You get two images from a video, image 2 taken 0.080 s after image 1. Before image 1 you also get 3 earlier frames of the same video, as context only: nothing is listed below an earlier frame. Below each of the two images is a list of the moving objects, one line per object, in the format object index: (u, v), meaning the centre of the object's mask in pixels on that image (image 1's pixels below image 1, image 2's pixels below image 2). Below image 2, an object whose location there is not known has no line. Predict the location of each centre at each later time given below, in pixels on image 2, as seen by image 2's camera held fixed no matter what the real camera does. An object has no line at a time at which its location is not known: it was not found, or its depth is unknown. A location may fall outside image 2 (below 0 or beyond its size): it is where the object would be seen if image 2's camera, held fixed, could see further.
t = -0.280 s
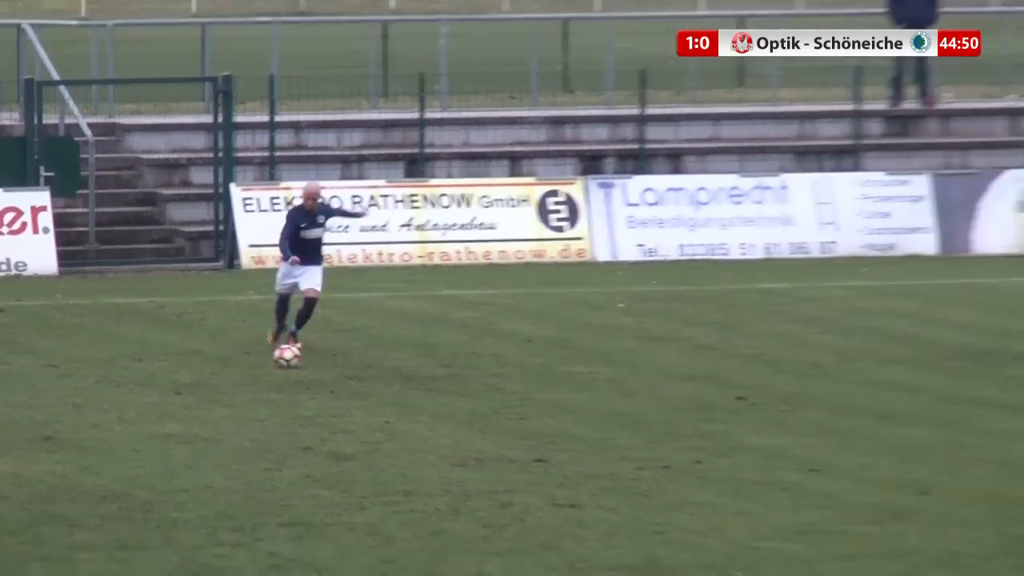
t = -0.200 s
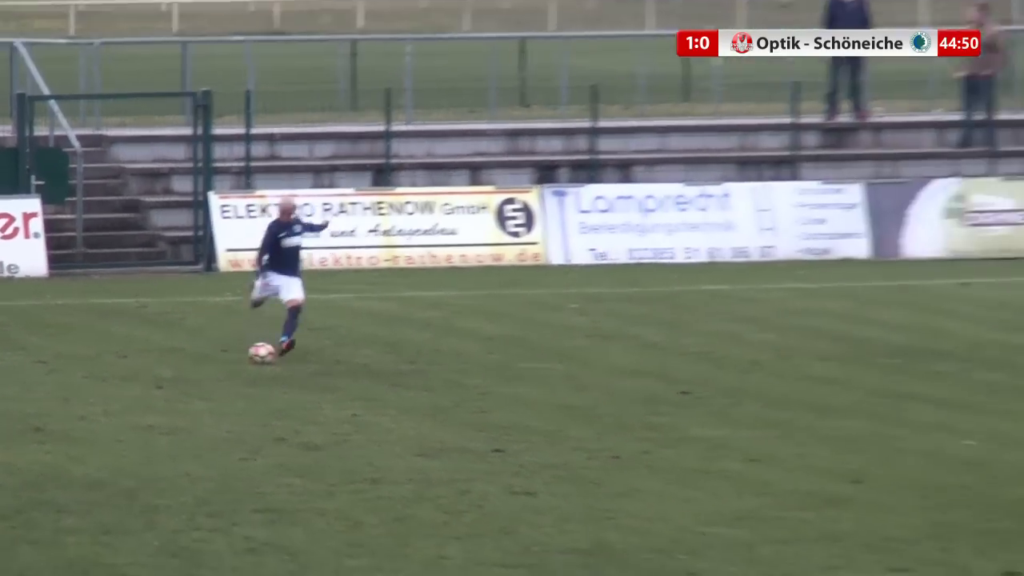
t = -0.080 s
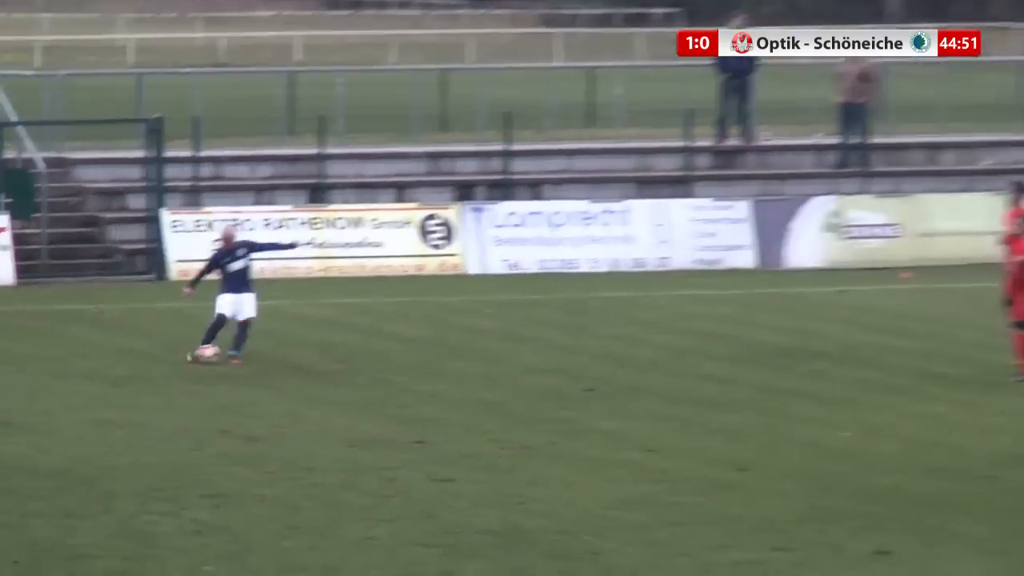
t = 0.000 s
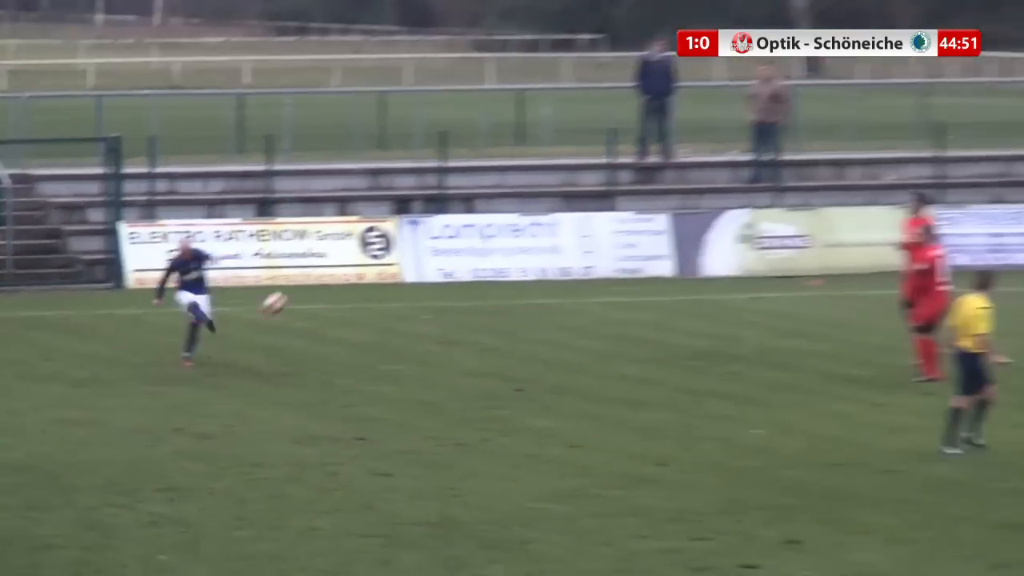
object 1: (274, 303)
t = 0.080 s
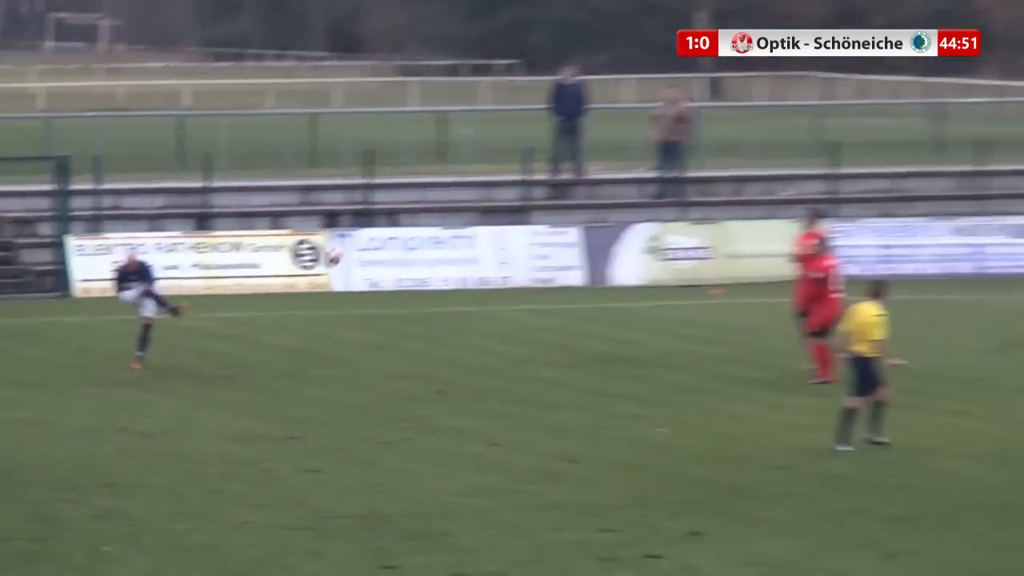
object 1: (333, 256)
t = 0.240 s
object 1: (582, 159)
